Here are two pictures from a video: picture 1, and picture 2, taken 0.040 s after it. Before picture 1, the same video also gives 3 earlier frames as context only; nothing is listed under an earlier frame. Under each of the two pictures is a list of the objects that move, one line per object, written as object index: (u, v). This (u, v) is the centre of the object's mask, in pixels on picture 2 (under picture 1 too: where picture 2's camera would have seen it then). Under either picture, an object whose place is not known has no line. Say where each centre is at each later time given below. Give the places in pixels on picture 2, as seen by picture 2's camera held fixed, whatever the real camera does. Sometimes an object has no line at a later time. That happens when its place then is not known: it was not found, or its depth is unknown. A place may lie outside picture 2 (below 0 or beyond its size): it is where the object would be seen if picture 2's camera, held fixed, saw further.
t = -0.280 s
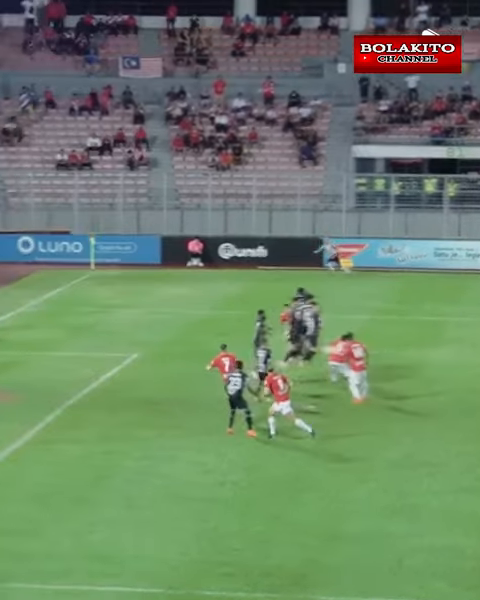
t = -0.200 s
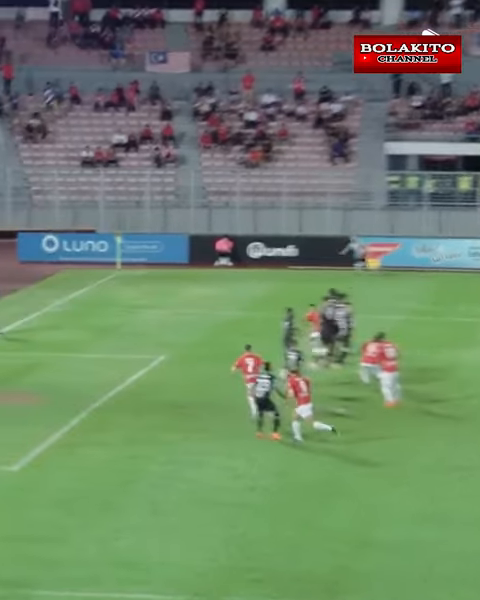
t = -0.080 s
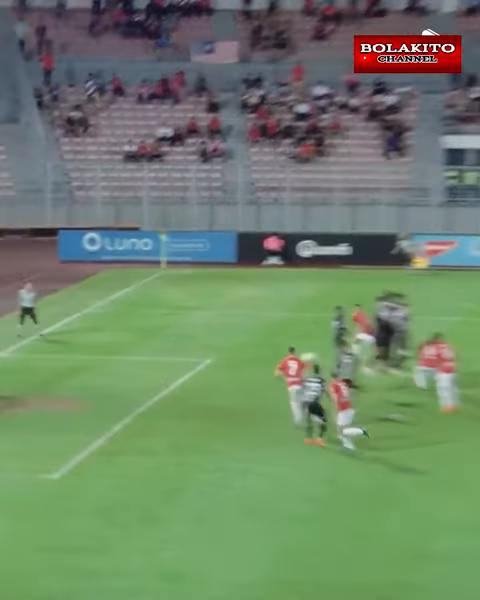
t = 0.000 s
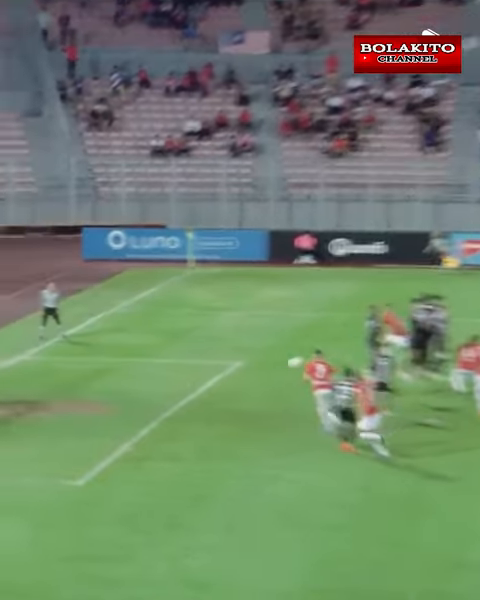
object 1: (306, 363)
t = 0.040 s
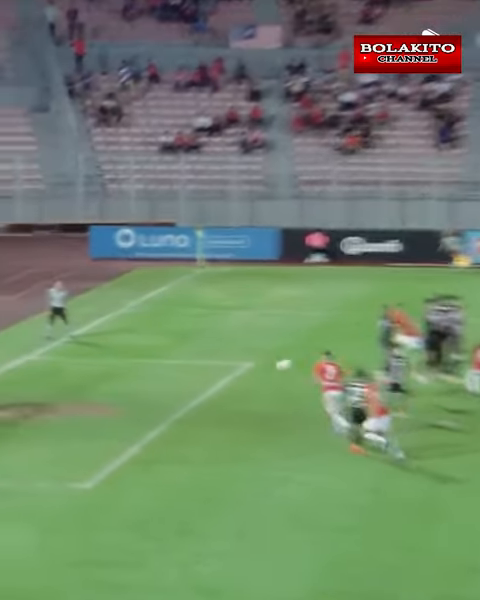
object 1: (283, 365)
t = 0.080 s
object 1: (260, 366)
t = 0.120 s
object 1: (240, 368)
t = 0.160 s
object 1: (214, 370)
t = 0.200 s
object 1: (191, 373)
